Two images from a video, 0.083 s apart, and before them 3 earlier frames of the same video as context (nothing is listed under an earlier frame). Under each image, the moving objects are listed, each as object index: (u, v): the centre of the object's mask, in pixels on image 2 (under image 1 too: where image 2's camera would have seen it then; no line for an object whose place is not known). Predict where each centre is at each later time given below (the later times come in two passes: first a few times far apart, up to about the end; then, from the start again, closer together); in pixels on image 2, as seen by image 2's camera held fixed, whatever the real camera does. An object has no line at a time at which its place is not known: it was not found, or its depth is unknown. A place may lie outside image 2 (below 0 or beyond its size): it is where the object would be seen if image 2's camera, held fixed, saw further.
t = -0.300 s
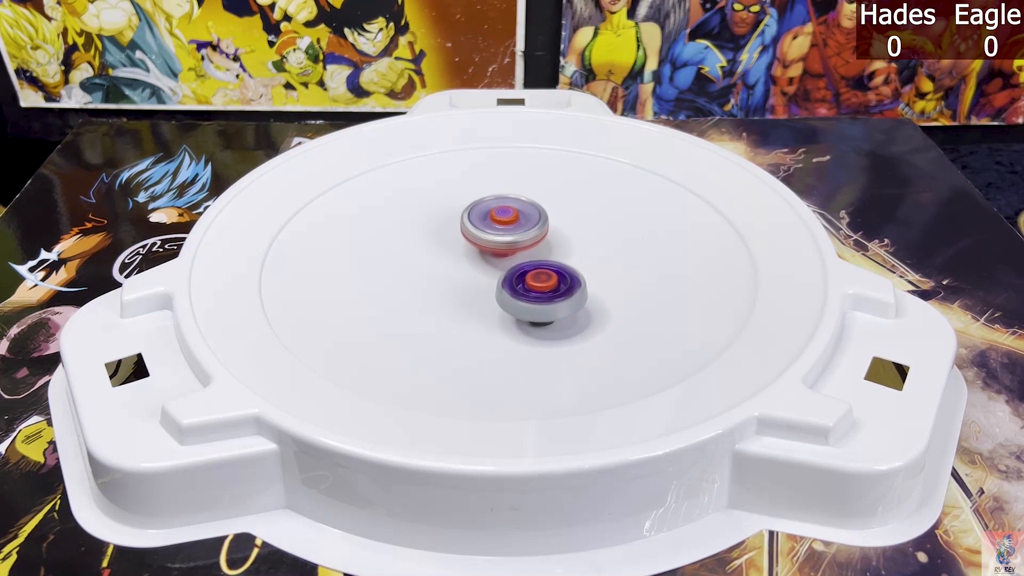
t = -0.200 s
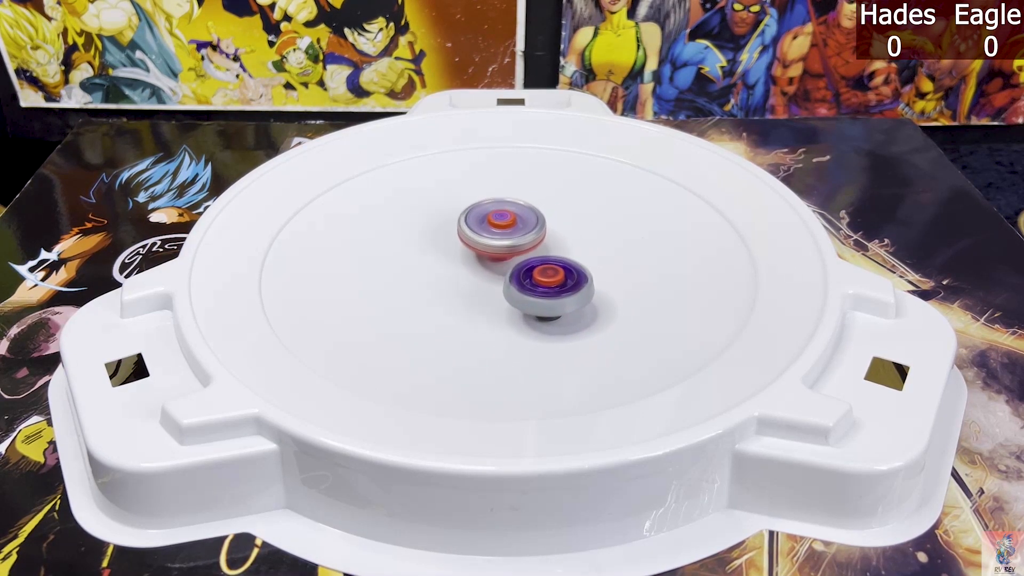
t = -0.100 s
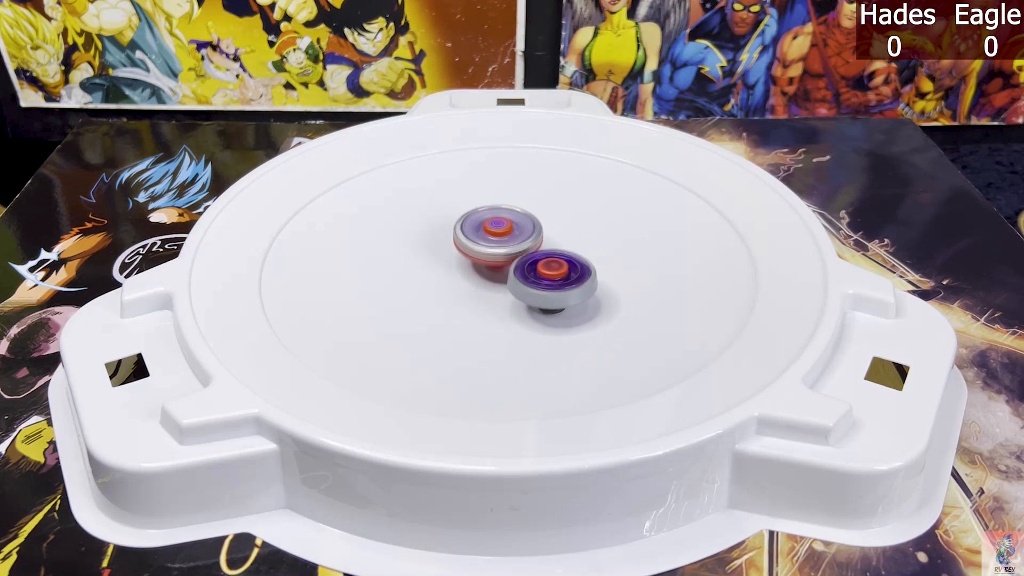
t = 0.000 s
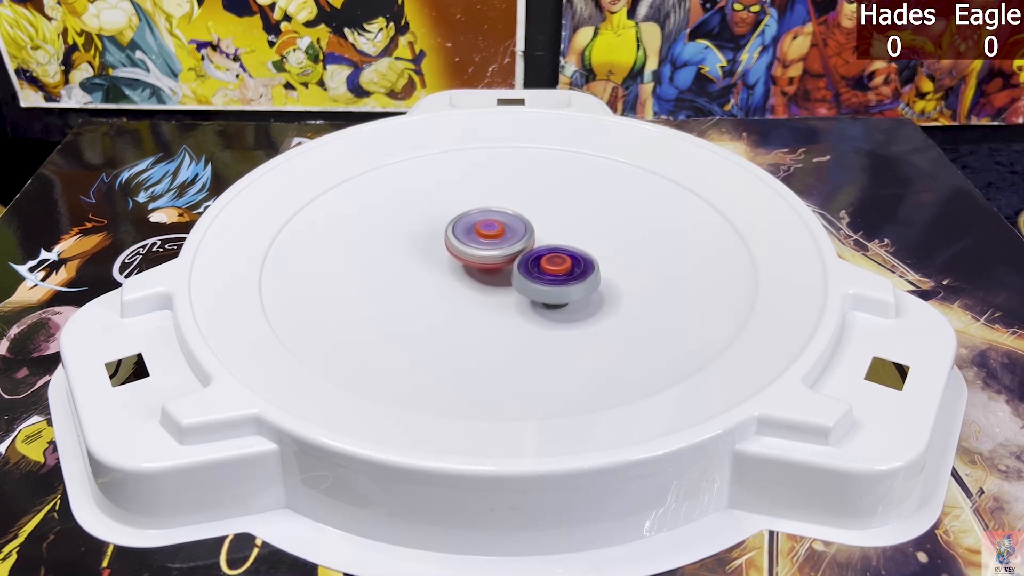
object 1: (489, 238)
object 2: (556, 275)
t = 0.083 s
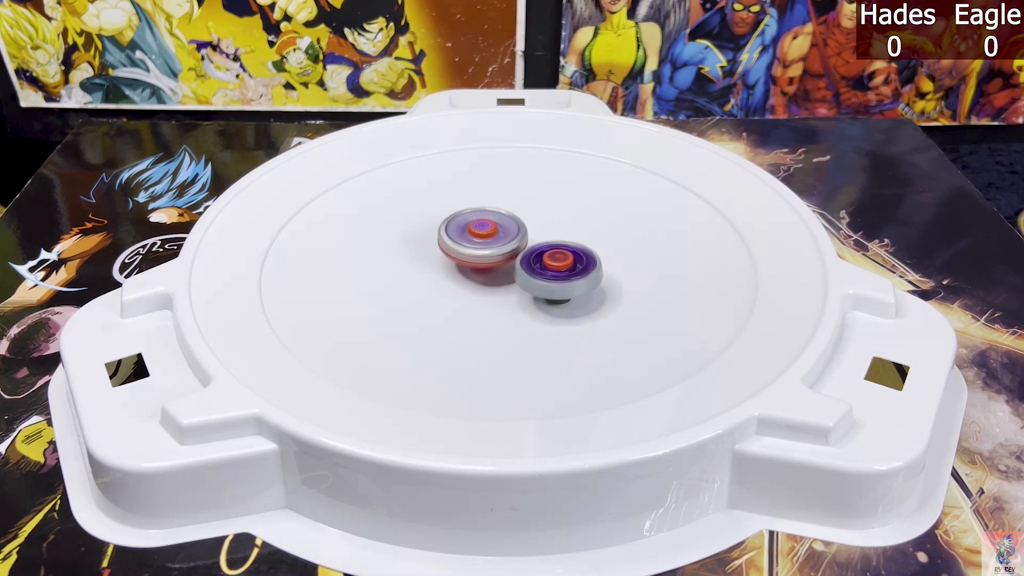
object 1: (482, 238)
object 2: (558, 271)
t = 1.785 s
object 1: (495, 289)
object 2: (456, 207)
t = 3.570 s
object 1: (495, 217)
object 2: (563, 296)
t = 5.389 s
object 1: (485, 278)
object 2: (487, 223)
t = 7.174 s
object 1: (550, 254)
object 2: (462, 284)
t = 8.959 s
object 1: (477, 252)
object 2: (565, 240)
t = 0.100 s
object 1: (481, 238)
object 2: (558, 270)
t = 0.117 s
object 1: (481, 238)
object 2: (558, 269)
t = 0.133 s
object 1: (480, 238)
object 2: (557, 268)
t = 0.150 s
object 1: (479, 239)
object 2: (557, 267)
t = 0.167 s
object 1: (474, 237)
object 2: (564, 268)
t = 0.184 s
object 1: (468, 235)
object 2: (571, 269)
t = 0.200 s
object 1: (464, 233)
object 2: (576, 270)
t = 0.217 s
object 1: (460, 231)
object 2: (580, 271)
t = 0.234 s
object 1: (457, 231)
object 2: (582, 271)
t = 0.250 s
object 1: (455, 230)
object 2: (584, 270)
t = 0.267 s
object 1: (453, 230)
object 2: (585, 269)
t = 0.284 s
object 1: (452, 230)
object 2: (585, 268)
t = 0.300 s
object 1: (452, 231)
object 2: (585, 267)
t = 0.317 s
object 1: (451, 231)
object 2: (584, 265)
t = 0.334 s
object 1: (451, 232)
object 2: (584, 264)
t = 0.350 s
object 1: (451, 233)
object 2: (583, 263)
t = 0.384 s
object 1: (452, 235)
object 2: (580, 260)
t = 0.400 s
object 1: (453, 235)
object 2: (579, 259)
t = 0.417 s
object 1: (453, 237)
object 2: (578, 257)
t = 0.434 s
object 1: (454, 237)
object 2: (576, 256)
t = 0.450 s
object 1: (454, 239)
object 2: (574, 255)
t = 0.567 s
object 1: (460, 246)
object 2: (559, 248)
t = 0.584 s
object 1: (461, 247)
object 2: (556, 247)
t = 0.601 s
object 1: (463, 248)
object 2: (554, 246)
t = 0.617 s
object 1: (461, 249)
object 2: (554, 245)
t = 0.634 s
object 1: (457, 250)
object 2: (558, 244)
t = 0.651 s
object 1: (453, 250)
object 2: (559, 243)
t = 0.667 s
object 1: (451, 250)
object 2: (560, 242)
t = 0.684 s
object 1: (449, 251)
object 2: (559, 242)
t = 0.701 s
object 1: (448, 252)
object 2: (557, 242)
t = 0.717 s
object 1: (447, 252)
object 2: (555, 241)
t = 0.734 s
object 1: (447, 252)
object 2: (553, 240)
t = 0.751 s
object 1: (448, 253)
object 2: (551, 240)
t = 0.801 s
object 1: (451, 254)
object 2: (544, 238)
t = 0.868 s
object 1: (455, 257)
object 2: (537, 236)
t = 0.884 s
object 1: (455, 258)
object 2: (536, 236)
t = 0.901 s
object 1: (455, 259)
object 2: (535, 235)
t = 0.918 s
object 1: (454, 259)
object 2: (534, 235)
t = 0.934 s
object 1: (449, 261)
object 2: (538, 233)
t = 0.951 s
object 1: (446, 263)
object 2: (540, 231)
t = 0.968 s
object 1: (443, 264)
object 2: (542, 230)
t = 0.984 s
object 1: (441, 265)
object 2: (542, 229)
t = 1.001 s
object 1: (440, 266)
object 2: (541, 228)
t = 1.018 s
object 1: (439, 267)
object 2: (540, 227)
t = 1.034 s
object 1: (439, 267)
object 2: (538, 227)
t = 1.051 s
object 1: (439, 268)
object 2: (536, 226)
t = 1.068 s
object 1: (440, 268)
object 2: (533, 226)
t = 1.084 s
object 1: (442, 269)
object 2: (531, 226)
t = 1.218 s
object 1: (460, 270)
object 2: (513, 226)
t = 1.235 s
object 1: (462, 270)
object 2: (511, 226)
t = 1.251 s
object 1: (464, 271)
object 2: (510, 225)
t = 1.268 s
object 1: (458, 277)
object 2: (515, 219)
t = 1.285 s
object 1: (453, 283)
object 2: (521, 212)
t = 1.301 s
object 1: (448, 287)
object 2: (526, 205)
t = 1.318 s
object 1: (444, 291)
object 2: (531, 199)
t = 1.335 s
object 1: (441, 295)
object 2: (534, 194)
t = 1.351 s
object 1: (439, 298)
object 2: (536, 190)
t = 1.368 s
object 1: (439, 301)
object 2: (538, 187)
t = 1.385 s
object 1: (438, 302)
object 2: (538, 185)
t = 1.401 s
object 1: (438, 303)
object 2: (537, 183)
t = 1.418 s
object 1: (439, 305)
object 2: (535, 182)
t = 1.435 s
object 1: (441, 305)
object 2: (532, 182)
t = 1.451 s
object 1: (443, 305)
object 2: (528, 181)
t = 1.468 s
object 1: (445, 305)
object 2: (524, 181)
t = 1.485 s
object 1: (448, 305)
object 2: (520, 181)
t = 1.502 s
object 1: (450, 305)
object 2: (515, 182)
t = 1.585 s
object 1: (465, 301)
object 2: (494, 185)
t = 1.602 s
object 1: (468, 300)
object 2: (490, 186)
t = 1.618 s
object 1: (471, 300)
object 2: (486, 187)
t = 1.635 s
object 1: (474, 299)
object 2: (482, 189)
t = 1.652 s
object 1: (477, 298)
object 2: (478, 190)
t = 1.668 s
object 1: (480, 297)
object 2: (475, 192)
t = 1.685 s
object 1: (482, 296)
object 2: (472, 194)
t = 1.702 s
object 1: (484, 295)
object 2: (469, 196)
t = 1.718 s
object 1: (487, 294)
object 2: (466, 198)
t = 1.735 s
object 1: (489, 293)
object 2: (463, 200)
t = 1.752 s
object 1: (491, 292)
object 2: (460, 202)
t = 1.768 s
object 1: (493, 290)
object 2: (458, 205)
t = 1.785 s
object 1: (495, 289)
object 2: (456, 207)
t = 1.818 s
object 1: (499, 287)
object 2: (452, 213)
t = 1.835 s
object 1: (501, 285)
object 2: (451, 215)
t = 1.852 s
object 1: (502, 284)
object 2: (449, 218)
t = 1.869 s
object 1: (504, 283)
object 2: (448, 221)
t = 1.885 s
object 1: (505, 281)
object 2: (447, 223)
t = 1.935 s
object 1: (509, 277)
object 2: (446, 232)
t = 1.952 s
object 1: (510, 276)
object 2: (446, 235)
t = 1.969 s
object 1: (511, 275)
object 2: (445, 237)
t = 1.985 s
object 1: (516, 276)
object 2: (442, 238)
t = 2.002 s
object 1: (521, 277)
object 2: (439, 238)
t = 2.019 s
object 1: (524, 278)
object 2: (437, 238)
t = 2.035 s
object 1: (527, 278)
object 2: (436, 239)
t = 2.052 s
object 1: (530, 279)
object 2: (436, 241)
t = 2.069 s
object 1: (531, 278)
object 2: (436, 244)
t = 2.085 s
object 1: (533, 278)
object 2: (436, 246)
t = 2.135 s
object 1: (535, 277)
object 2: (439, 254)
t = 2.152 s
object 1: (535, 276)
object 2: (441, 256)
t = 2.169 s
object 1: (535, 275)
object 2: (442, 258)
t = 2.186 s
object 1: (536, 275)
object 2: (444, 261)
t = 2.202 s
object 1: (537, 274)
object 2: (444, 263)
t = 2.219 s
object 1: (541, 274)
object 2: (442, 264)
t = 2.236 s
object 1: (544, 273)
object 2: (441, 266)
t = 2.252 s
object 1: (547, 273)
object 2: (441, 267)
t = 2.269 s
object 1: (549, 272)
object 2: (442, 269)
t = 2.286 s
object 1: (551, 271)
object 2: (443, 271)
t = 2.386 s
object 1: (553, 267)
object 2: (458, 282)
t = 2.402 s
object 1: (553, 266)
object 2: (461, 283)
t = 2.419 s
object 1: (553, 265)
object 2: (464, 285)
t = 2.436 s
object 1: (558, 263)
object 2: (460, 287)
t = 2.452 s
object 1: (562, 261)
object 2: (458, 289)
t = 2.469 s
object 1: (565, 259)
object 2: (457, 291)
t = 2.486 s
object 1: (567, 258)
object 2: (457, 293)
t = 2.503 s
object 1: (569, 256)
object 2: (459, 294)
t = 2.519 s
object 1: (570, 255)
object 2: (461, 295)
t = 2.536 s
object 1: (571, 254)
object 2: (463, 297)
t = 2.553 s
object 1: (571, 253)
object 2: (466, 298)
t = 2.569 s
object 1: (571, 252)
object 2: (469, 299)
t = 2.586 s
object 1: (570, 251)
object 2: (472, 300)
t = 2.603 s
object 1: (570, 250)
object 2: (475, 301)
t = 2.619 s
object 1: (568, 250)
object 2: (478, 301)
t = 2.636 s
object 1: (568, 249)
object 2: (481, 302)
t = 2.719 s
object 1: (562, 247)
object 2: (496, 303)
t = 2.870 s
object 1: (551, 244)
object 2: (519, 300)
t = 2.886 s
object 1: (550, 244)
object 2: (520, 299)
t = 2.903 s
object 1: (548, 244)
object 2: (522, 299)
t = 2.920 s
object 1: (547, 243)
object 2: (524, 298)
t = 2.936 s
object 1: (546, 242)
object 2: (525, 299)
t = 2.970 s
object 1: (545, 240)
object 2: (526, 301)
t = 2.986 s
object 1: (545, 239)
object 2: (526, 301)
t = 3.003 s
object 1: (545, 238)
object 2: (527, 301)
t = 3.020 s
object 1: (544, 237)
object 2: (529, 300)
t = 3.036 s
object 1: (544, 236)
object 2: (530, 300)
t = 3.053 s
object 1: (543, 236)
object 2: (532, 299)
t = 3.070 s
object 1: (542, 235)
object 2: (533, 298)
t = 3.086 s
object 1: (541, 235)
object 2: (534, 298)
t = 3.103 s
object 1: (540, 235)
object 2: (536, 297)
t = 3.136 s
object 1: (538, 235)
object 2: (538, 295)
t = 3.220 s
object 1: (529, 235)
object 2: (542, 290)
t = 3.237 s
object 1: (527, 235)
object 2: (543, 290)
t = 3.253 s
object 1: (526, 235)
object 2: (544, 290)
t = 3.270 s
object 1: (524, 234)
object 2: (544, 290)
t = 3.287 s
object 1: (523, 233)
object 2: (545, 289)
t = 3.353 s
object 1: (518, 233)
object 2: (546, 286)
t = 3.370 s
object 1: (517, 233)
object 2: (546, 285)
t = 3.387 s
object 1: (515, 234)
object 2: (546, 284)
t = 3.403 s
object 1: (513, 231)
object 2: (550, 289)
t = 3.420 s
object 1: (510, 227)
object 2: (553, 293)
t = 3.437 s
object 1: (507, 224)
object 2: (555, 296)
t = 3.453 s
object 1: (505, 221)
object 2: (556, 298)
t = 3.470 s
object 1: (503, 219)
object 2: (558, 299)
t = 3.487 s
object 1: (501, 218)
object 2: (559, 300)
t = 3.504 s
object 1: (500, 217)
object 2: (559, 299)
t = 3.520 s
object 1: (498, 217)
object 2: (560, 299)
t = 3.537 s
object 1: (497, 216)
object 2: (561, 298)
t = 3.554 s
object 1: (496, 217)
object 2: (562, 297)
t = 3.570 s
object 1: (495, 217)
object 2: (563, 296)
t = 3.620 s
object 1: (492, 220)
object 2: (566, 293)
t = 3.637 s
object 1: (492, 221)
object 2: (566, 292)
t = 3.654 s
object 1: (491, 222)
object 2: (567, 291)
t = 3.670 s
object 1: (490, 223)
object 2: (567, 290)
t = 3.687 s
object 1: (489, 225)
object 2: (568, 288)
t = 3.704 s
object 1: (489, 226)
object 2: (568, 287)
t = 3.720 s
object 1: (488, 228)
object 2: (568, 286)
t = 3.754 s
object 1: (487, 230)
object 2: (567, 283)
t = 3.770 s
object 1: (487, 232)
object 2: (567, 282)
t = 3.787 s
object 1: (486, 232)
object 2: (567, 281)
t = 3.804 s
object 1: (486, 234)
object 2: (566, 279)
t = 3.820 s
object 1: (486, 235)
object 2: (565, 278)
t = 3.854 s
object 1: (486, 238)
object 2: (563, 275)
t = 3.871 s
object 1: (486, 239)
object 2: (562, 273)
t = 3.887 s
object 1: (485, 240)
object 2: (560, 272)
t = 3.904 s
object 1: (484, 240)
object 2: (560, 271)
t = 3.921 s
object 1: (481, 240)
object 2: (564, 272)
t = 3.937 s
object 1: (478, 239)
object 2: (566, 272)
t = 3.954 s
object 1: (475, 238)
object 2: (566, 271)
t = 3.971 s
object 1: (474, 238)
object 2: (566, 270)
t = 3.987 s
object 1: (472, 238)
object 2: (566, 269)
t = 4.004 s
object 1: (471, 238)
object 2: (565, 268)
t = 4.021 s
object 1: (471, 238)
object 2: (564, 267)
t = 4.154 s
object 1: (465, 242)
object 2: (558, 259)
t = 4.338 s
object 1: (453, 246)
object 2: (548, 249)
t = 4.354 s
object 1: (453, 247)
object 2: (547, 249)
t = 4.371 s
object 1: (453, 247)
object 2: (545, 248)
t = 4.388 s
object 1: (453, 248)
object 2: (543, 247)
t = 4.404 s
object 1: (450, 248)
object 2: (546, 246)
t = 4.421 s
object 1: (446, 249)
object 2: (549, 245)
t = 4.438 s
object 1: (443, 249)
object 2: (550, 244)
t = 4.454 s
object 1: (441, 249)
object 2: (550, 243)
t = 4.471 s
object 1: (440, 250)
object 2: (550, 242)
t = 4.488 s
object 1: (439, 251)
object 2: (549, 242)
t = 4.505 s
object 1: (439, 251)
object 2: (548, 241)
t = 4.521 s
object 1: (439, 252)
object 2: (547, 240)
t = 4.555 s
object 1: (440, 253)
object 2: (544, 239)
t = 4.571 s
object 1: (441, 254)
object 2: (542, 238)
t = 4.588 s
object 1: (442, 254)
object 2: (541, 238)
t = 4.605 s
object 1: (444, 255)
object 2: (539, 237)
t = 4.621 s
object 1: (445, 256)
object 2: (538, 237)
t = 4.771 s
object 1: (450, 262)
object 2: (529, 232)
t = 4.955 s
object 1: (458, 268)
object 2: (517, 227)
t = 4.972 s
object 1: (459, 268)
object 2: (515, 227)
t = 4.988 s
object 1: (461, 269)
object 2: (514, 227)
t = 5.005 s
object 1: (460, 270)
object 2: (514, 225)
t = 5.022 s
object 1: (460, 272)
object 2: (514, 224)
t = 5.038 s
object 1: (459, 273)
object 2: (513, 224)
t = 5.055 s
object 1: (459, 274)
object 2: (512, 223)
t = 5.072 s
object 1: (460, 274)
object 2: (511, 223)
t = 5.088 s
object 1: (460, 275)
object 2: (510, 223)
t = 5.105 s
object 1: (461, 275)
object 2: (508, 223)
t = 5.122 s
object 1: (462, 275)
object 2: (507, 223)
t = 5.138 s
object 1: (464, 275)
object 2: (506, 223)
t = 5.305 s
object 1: (479, 278)
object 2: (494, 221)
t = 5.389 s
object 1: (485, 278)
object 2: (487, 223)
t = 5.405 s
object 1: (486, 278)
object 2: (486, 223)
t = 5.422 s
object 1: (488, 277)
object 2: (484, 224)
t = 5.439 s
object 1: (489, 279)
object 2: (483, 224)
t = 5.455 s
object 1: (490, 281)
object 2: (482, 223)
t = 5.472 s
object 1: (492, 282)
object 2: (482, 223)
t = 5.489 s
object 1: (493, 283)
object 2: (481, 223)
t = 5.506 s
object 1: (494, 284)
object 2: (480, 224)
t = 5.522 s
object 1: (495, 284)
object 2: (479, 224)
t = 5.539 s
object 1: (495, 284)
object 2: (478, 225)
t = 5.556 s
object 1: (496, 284)
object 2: (477, 226)
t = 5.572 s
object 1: (498, 284)
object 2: (476, 226)
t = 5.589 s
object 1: (499, 284)
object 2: (475, 227)
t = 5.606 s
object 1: (500, 283)
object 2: (474, 228)
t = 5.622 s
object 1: (501, 283)
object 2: (473, 229)
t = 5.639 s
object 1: (503, 281)
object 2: (472, 230)
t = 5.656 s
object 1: (504, 281)
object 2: (472, 231)
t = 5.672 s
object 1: (506, 282)
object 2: (471, 231)
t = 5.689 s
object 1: (509, 284)
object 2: (469, 230)
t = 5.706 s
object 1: (511, 286)
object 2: (468, 228)
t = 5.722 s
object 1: (514, 287)
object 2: (467, 227)
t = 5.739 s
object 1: (516, 289)
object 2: (467, 226)
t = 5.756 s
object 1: (517, 289)
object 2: (467, 226)
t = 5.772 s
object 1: (518, 290)
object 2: (466, 227)
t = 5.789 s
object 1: (519, 289)
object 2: (466, 228)
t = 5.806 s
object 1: (520, 289)
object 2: (465, 229)
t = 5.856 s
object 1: (523, 288)
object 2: (464, 232)
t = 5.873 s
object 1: (524, 287)
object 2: (463, 233)
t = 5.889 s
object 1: (525, 286)
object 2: (463, 234)
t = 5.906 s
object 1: (526, 286)
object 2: (463, 236)
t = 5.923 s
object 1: (526, 285)
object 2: (462, 237)
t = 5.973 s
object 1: (528, 283)
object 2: (462, 241)
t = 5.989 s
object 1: (528, 282)
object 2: (462, 242)
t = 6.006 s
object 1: (529, 281)
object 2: (462, 243)
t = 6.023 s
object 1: (530, 281)
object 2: (462, 244)
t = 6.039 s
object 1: (533, 281)
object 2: (461, 244)
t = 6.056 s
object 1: (536, 282)
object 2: (459, 244)
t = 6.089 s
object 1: (540, 283)
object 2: (458, 244)
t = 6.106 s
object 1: (541, 283)
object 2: (458, 245)
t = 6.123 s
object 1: (542, 283)
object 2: (458, 246)
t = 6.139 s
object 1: (542, 283)
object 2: (459, 247)
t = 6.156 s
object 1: (543, 282)
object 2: (459, 248)
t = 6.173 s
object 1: (542, 282)
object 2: (460, 250)
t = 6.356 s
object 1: (551, 279)
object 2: (462, 259)
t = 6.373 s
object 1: (550, 279)
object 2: (462, 260)
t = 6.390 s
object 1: (550, 278)
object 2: (463, 261)
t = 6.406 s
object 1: (553, 278)
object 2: (461, 261)
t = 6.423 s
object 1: (555, 278)
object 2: (460, 261)
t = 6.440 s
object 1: (557, 278)
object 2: (460, 261)
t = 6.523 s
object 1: (558, 276)
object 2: (463, 265)
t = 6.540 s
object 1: (557, 275)
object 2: (464, 266)
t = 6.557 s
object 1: (557, 275)
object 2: (465, 267)
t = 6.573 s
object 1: (564, 275)
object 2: (457, 266)
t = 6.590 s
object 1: (570, 275)
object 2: (448, 264)
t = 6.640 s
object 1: (582, 274)
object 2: (434, 261)
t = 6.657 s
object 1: (584, 274)
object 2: (432, 261)
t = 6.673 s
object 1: (585, 274)
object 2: (431, 262)
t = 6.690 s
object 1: (585, 273)
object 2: (431, 262)
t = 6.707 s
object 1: (584, 273)
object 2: (431, 263)
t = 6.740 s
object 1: (582, 272)
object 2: (432, 265)
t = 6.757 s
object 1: (581, 271)
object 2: (432, 266)
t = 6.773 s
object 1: (579, 271)
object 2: (433, 267)
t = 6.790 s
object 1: (577, 270)
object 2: (434, 268)
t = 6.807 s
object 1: (576, 269)
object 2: (435, 269)
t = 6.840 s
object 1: (572, 268)
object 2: (437, 271)
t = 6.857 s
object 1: (570, 267)
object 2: (438, 272)
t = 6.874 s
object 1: (568, 266)
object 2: (439, 273)
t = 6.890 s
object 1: (566, 266)
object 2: (441, 273)
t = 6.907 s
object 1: (565, 265)
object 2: (442, 274)
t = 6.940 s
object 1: (561, 264)
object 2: (445, 276)
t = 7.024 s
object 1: (550, 261)
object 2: (455, 279)
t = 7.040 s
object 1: (548, 261)
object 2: (458, 279)
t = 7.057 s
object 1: (547, 260)
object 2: (460, 280)
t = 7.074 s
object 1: (548, 259)
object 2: (458, 281)
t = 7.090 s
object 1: (549, 258)
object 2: (457, 282)
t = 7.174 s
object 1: (550, 254)
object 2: (462, 284)
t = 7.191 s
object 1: (550, 254)
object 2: (463, 284)
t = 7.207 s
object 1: (549, 254)
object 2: (465, 284)
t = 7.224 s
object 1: (547, 254)
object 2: (468, 284)
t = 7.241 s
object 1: (546, 253)
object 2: (470, 284)
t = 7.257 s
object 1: (548, 252)
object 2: (467, 286)
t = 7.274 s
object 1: (553, 249)
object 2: (460, 289)
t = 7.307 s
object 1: (561, 244)
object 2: (449, 292)
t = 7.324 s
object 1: (563, 242)
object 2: (446, 293)
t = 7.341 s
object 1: (565, 240)
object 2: (444, 294)
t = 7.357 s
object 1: (566, 239)
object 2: (444, 295)
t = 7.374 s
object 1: (566, 238)
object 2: (444, 295)
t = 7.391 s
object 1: (566, 237)
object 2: (446, 296)
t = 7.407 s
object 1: (565, 237)
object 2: (448, 296)
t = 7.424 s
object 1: (564, 237)
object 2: (450, 297)
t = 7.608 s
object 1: (542, 235)
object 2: (479, 298)
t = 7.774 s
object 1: (524, 234)
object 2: (506, 292)
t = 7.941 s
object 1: (512, 230)
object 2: (526, 287)
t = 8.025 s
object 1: (507, 230)
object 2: (536, 284)
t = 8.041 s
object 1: (506, 230)
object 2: (537, 283)
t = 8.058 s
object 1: (506, 229)
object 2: (539, 283)
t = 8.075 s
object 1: (504, 230)
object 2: (541, 282)
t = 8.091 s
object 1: (504, 231)
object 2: (542, 281)
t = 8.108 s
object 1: (503, 231)
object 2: (543, 279)
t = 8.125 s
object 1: (502, 231)
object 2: (544, 278)
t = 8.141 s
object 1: (501, 232)
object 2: (546, 277)
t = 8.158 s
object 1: (500, 232)
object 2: (549, 278)
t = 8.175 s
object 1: (499, 232)
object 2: (552, 279)
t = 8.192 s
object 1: (497, 228)
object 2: (555, 279)
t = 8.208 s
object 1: (495, 228)
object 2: (557, 279)
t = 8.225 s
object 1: (494, 228)
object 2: (558, 278)
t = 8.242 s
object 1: (493, 227)
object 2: (560, 277)
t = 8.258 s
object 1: (492, 227)
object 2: (561, 276)
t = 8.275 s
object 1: (491, 228)
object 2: (562, 275)
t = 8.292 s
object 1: (491, 228)
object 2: (563, 275)
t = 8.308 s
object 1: (490, 229)
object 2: (564, 274)
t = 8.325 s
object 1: (490, 229)
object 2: (565, 273)
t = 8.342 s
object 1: (489, 230)
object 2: (565, 271)
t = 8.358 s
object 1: (488, 231)
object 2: (566, 270)
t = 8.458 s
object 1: (486, 236)
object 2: (567, 263)
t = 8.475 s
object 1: (485, 237)
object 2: (567, 262)
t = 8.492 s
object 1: (485, 238)
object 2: (567, 261)
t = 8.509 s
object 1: (484, 238)
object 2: (567, 260)
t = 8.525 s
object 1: (479, 238)
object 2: (573, 261)
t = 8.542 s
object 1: (475, 237)
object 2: (579, 261)
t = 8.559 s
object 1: (471, 236)
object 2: (582, 260)
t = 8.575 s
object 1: (469, 236)
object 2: (584, 260)
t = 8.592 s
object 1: (467, 236)
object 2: (585, 260)
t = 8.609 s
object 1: (466, 236)
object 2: (586, 259)
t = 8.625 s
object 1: (465, 236)
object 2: (586, 258)
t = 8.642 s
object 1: (465, 236)
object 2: (586, 257)
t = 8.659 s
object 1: (464, 237)
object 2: (586, 256)
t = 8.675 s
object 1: (465, 237)
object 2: (586, 255)
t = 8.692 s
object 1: (465, 238)
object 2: (585, 254)
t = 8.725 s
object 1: (466, 240)
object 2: (584, 252)
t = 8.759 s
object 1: (467, 241)
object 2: (583, 250)
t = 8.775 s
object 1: (468, 242)
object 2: (582, 249)
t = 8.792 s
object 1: (468, 243)
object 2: (581, 248)
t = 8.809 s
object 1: (469, 244)
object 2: (579, 247)
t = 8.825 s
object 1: (470, 245)
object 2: (578, 246)
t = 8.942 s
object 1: (476, 252)
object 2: (567, 241)
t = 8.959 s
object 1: (477, 252)
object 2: (565, 240)
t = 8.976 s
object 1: (478, 254)
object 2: (564, 240)
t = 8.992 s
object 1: (477, 255)
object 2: (564, 239)
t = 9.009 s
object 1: (476, 255)
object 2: (563, 238)
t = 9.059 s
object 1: (474, 257)
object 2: (559, 236)
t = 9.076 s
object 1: (473, 258)
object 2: (558, 236)
